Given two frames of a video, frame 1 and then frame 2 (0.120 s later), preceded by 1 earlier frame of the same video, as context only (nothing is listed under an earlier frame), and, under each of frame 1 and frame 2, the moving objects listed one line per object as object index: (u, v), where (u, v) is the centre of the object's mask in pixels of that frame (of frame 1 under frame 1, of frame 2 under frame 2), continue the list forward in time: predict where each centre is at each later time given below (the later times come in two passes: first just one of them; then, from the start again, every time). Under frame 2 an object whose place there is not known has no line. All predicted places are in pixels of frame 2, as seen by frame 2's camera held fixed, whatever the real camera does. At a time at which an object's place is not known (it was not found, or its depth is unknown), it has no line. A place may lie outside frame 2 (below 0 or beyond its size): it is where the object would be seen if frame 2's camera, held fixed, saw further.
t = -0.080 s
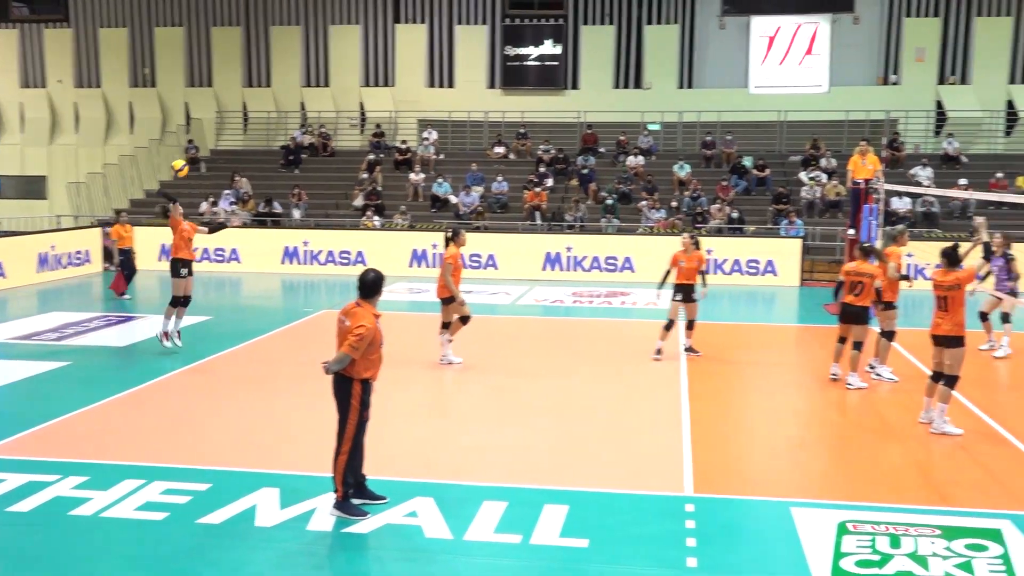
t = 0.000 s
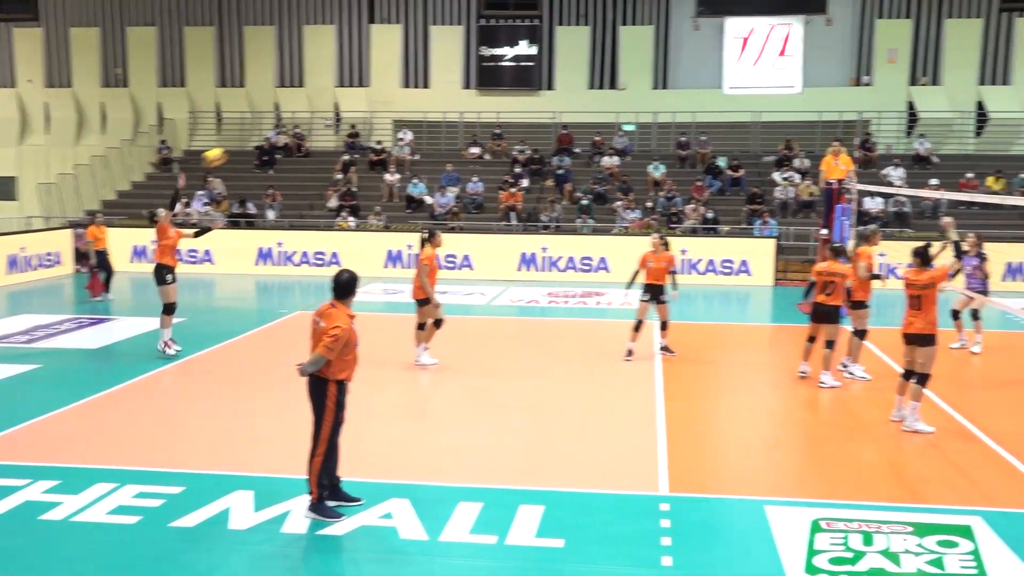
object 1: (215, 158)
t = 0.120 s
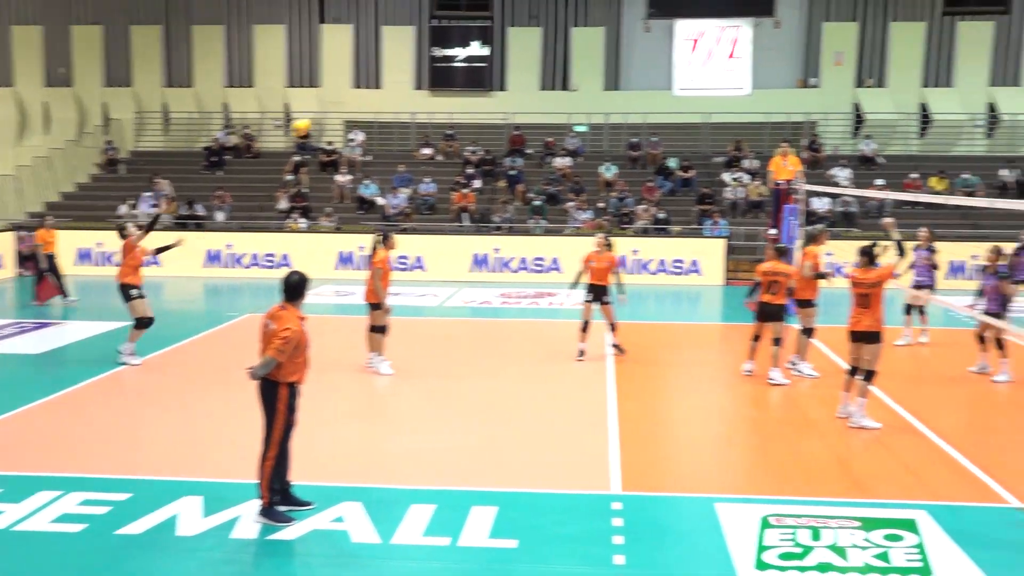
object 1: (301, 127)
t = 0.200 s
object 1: (381, 111)
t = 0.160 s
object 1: (342, 119)
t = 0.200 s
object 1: (381, 111)
